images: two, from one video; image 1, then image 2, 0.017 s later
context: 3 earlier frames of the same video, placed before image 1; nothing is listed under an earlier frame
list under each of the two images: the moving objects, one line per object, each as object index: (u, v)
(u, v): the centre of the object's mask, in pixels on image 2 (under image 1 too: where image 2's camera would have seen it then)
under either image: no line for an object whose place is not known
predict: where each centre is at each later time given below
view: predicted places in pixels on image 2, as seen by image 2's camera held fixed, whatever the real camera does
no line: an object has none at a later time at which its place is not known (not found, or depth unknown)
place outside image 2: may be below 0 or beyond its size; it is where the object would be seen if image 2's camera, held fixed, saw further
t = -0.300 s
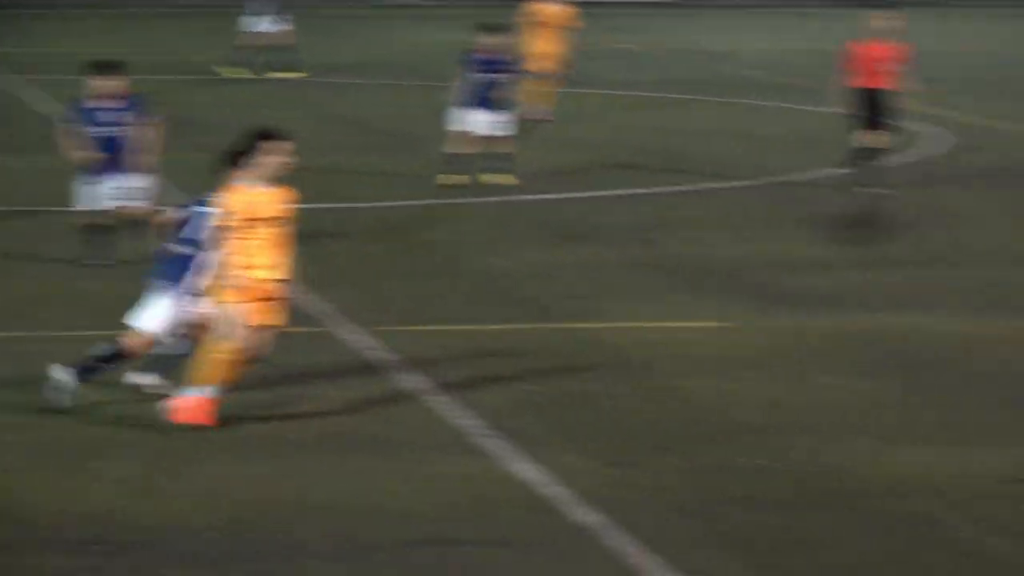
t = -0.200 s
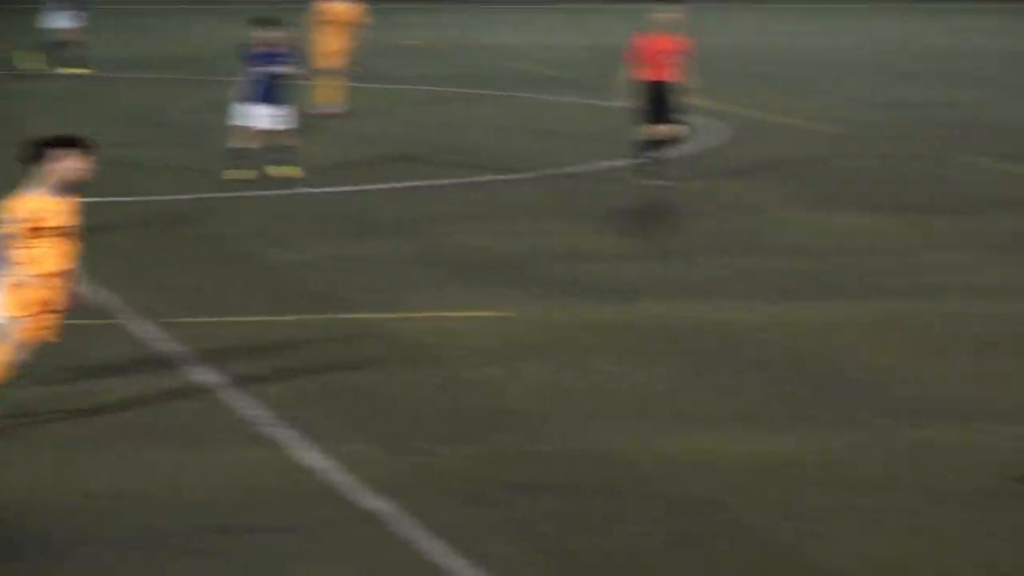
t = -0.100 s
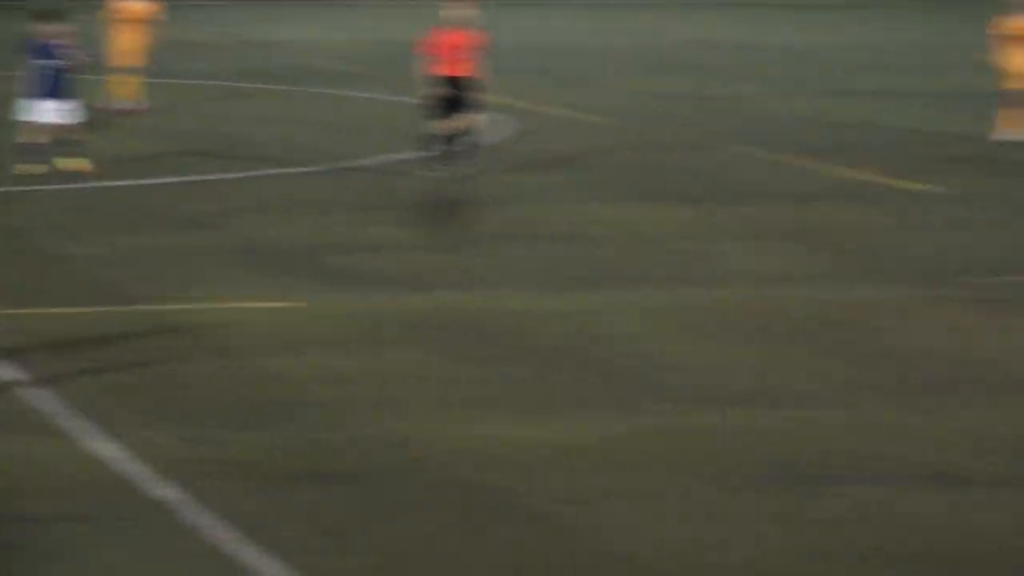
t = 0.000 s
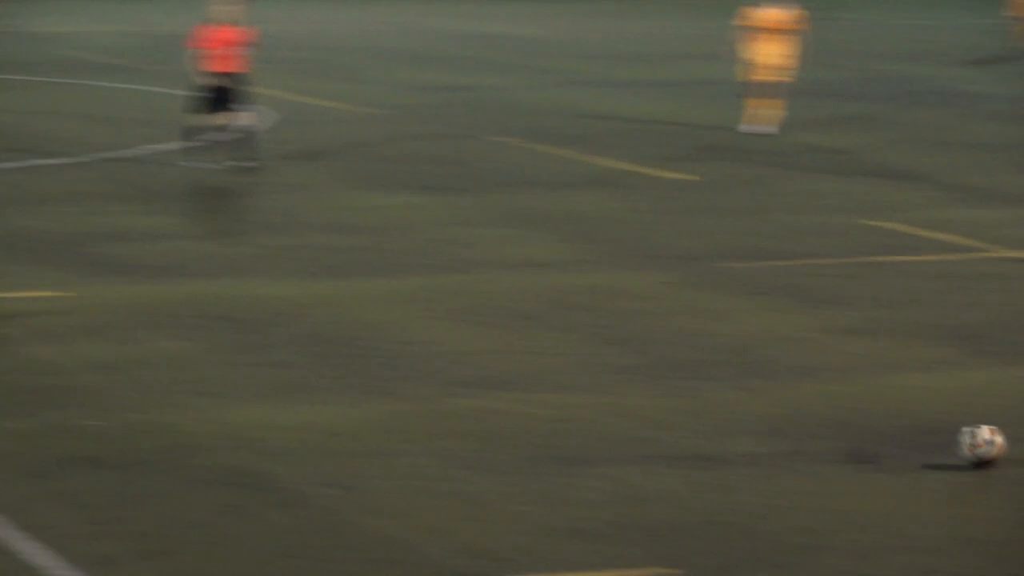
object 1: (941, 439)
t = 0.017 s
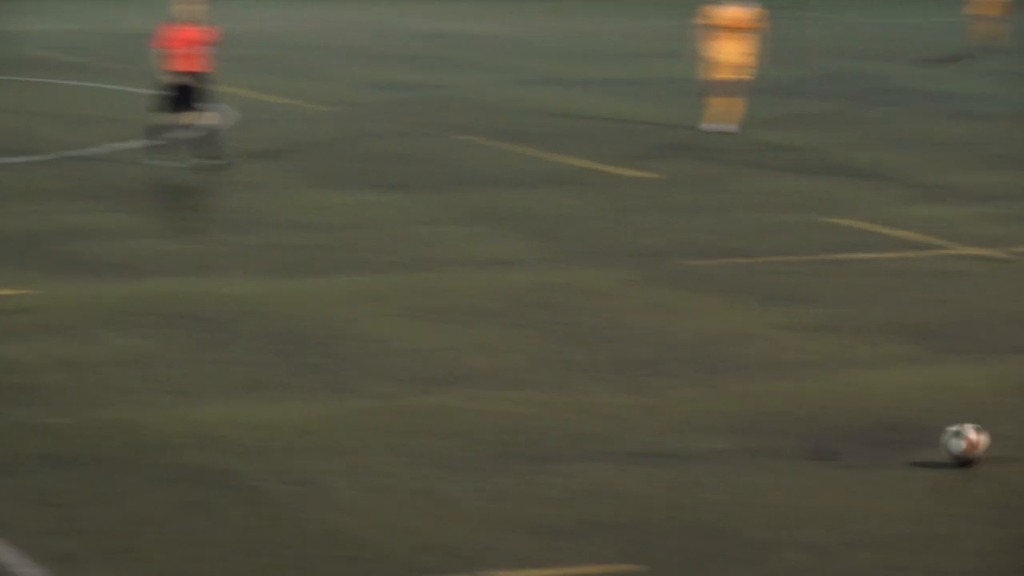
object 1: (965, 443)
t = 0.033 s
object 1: (993, 446)
